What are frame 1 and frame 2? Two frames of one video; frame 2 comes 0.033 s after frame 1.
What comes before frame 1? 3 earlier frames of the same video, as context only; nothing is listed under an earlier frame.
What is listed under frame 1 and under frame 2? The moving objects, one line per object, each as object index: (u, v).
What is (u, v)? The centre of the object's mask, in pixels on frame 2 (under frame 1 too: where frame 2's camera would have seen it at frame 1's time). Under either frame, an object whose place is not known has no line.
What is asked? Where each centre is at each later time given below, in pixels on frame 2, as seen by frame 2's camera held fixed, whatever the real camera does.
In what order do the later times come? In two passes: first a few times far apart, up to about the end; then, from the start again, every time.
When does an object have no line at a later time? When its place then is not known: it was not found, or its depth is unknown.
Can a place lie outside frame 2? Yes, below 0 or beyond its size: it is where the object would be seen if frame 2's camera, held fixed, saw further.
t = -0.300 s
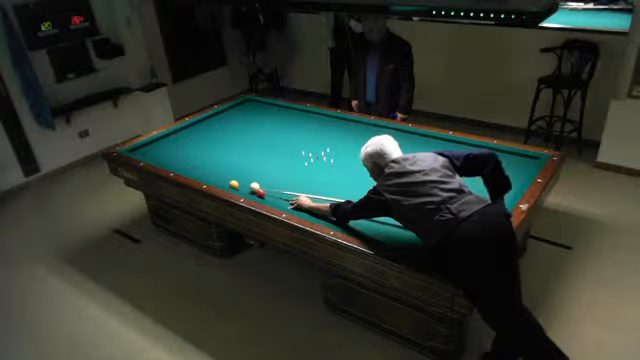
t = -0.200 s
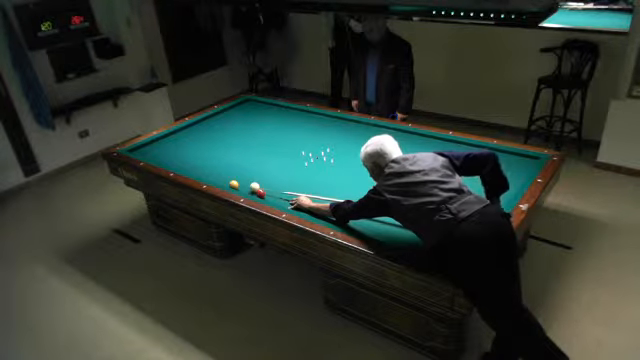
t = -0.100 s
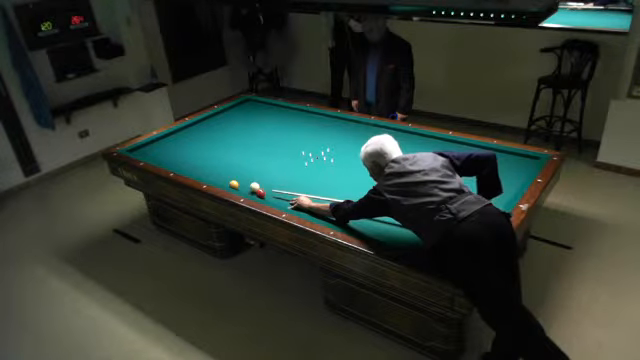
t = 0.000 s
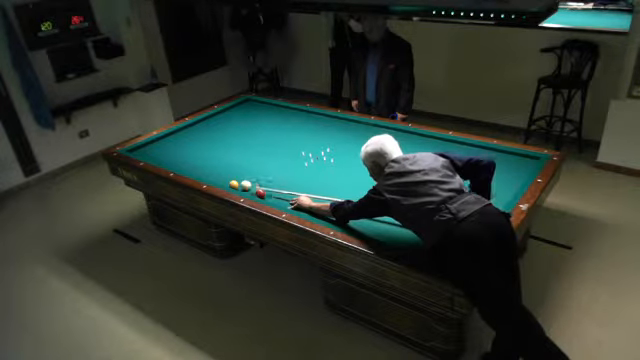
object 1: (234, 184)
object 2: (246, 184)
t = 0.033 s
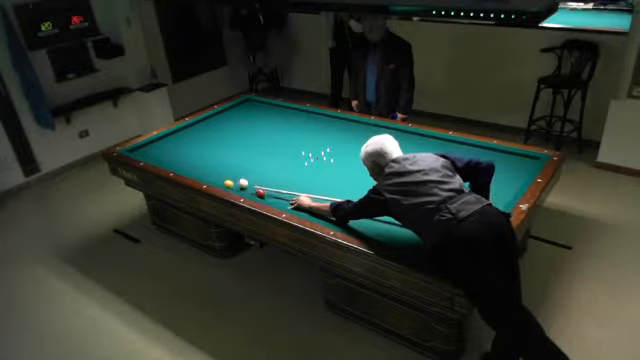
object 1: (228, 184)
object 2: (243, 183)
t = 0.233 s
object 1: (218, 170)
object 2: (246, 175)
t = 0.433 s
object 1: (212, 158)
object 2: (249, 169)
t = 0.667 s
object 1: (205, 147)
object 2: (252, 163)
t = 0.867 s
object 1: (199, 138)
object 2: (255, 157)
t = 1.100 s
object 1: (195, 128)
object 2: (259, 152)
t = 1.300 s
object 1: (202, 123)
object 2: (261, 147)
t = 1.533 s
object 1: (223, 119)
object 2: (264, 142)
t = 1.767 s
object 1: (243, 116)
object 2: (267, 138)
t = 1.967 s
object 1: (260, 114)
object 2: (269, 134)
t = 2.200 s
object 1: (280, 111)
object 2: (271, 130)
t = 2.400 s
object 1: (295, 109)
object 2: (273, 126)
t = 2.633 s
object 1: (299, 114)
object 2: (275, 123)
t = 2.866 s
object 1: (303, 119)
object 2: (276, 119)
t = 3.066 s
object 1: (308, 123)
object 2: (278, 116)
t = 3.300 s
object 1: (312, 127)
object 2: (279, 114)
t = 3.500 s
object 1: (317, 133)
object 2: (281, 111)
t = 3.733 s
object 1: (322, 139)
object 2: (282, 108)
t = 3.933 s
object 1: (326, 143)
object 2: (282, 107)
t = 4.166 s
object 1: (332, 149)
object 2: (278, 107)
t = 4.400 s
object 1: (338, 155)
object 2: (275, 108)
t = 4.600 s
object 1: (343, 160)
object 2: (272, 109)
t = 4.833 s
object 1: (348, 167)
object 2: (268, 109)
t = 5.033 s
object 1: (353, 172)
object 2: (265, 109)
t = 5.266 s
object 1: (360, 179)
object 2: (262, 110)
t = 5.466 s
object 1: (365, 185)
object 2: (260, 111)
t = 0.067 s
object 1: (226, 181)
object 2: (243, 181)
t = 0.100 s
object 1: (224, 179)
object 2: (244, 180)
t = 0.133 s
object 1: (222, 177)
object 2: (244, 179)
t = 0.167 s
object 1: (221, 174)
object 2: (245, 178)
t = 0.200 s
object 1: (219, 172)
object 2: (245, 177)
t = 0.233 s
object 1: (218, 170)
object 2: (246, 175)
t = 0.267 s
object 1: (217, 168)
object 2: (246, 174)
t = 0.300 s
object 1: (216, 166)
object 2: (247, 174)
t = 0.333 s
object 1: (215, 164)
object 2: (247, 172)
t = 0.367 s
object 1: (214, 162)
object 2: (248, 172)
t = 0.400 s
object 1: (213, 160)
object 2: (249, 170)
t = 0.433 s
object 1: (212, 158)
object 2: (249, 169)
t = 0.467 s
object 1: (211, 157)
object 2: (250, 168)
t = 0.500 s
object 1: (210, 155)
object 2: (250, 167)
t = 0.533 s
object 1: (209, 153)
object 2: (250, 166)
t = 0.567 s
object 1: (208, 151)
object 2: (251, 166)
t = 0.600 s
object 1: (207, 150)
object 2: (251, 165)
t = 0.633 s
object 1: (206, 148)
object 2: (252, 164)
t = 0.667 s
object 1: (205, 147)
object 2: (252, 163)
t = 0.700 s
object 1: (204, 145)
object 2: (253, 162)
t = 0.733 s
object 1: (203, 144)
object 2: (253, 161)
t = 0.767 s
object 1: (202, 142)
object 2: (254, 160)
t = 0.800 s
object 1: (201, 140)
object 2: (255, 159)
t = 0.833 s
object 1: (200, 139)
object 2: (255, 158)
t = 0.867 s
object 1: (199, 138)
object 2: (255, 157)
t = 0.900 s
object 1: (199, 136)
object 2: (256, 157)
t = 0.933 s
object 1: (198, 134)
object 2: (256, 156)
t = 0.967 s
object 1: (197, 133)
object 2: (257, 155)
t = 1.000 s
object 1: (196, 132)
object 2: (257, 154)
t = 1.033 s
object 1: (195, 131)
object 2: (258, 154)
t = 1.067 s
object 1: (195, 129)
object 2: (258, 153)
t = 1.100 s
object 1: (195, 128)
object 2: (259, 152)
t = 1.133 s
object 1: (194, 126)
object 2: (259, 151)
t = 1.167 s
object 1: (193, 125)
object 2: (259, 150)
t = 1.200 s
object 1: (193, 124)
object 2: (260, 149)
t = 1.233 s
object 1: (195, 123)
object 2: (260, 149)
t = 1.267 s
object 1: (198, 123)
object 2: (261, 148)
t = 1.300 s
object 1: (202, 123)
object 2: (261, 147)
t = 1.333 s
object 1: (205, 122)
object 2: (262, 147)
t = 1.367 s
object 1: (208, 122)
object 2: (262, 146)
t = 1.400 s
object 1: (211, 121)
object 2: (262, 145)
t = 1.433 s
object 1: (214, 120)
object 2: (263, 144)
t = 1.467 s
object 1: (217, 120)
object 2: (263, 144)
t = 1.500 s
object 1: (220, 120)
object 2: (264, 143)
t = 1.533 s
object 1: (223, 119)
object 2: (264, 142)
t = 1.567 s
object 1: (226, 119)
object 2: (264, 142)
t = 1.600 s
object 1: (229, 118)
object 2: (265, 141)
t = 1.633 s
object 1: (232, 118)
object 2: (265, 140)
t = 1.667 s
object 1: (235, 118)
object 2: (265, 140)
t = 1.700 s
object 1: (238, 118)
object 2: (266, 139)
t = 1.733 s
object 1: (241, 117)
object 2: (266, 138)
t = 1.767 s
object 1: (243, 116)
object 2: (267, 138)
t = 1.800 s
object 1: (246, 116)
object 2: (267, 137)
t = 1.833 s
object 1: (249, 116)
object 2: (267, 136)
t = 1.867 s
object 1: (252, 115)
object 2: (267, 136)
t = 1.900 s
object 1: (254, 115)
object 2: (268, 135)
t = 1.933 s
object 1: (257, 114)
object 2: (268, 134)
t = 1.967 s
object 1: (260, 114)
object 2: (269, 134)
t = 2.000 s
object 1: (263, 114)
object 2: (269, 133)
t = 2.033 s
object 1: (266, 113)
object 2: (269, 133)
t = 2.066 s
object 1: (269, 113)
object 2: (270, 132)
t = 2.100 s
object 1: (272, 112)
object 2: (270, 132)
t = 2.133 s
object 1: (275, 112)
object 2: (270, 131)
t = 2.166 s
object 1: (277, 112)
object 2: (271, 131)
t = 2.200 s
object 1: (280, 111)
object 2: (271, 130)
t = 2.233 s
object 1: (283, 111)
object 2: (271, 129)
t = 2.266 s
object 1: (285, 110)
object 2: (271, 128)
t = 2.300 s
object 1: (288, 110)
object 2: (272, 128)
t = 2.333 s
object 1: (291, 109)
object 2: (272, 127)
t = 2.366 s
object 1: (293, 109)
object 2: (272, 127)
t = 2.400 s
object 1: (295, 109)
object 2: (273, 126)
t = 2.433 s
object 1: (295, 110)
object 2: (273, 126)
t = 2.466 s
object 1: (296, 111)
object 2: (273, 125)
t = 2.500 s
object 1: (296, 112)
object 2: (274, 125)
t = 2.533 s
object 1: (297, 112)
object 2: (274, 124)
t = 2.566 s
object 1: (298, 113)
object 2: (274, 124)
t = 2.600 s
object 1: (299, 114)
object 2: (274, 123)
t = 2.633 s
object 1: (299, 114)
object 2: (275, 123)
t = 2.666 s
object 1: (299, 115)
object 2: (275, 122)
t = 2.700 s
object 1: (300, 115)
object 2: (275, 122)
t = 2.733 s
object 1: (301, 116)
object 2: (275, 121)
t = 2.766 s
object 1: (301, 117)
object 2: (276, 121)
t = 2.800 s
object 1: (302, 117)
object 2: (276, 120)
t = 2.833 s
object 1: (303, 118)
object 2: (276, 120)
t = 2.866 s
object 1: (303, 119)
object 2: (276, 119)
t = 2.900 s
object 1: (304, 120)
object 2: (277, 119)
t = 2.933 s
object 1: (305, 120)
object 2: (277, 118)
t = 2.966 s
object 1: (305, 121)
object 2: (277, 118)
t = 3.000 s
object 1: (307, 122)
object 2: (277, 118)
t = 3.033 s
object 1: (307, 122)
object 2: (278, 117)
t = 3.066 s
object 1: (308, 123)
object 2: (278, 116)
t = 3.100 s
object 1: (308, 124)
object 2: (278, 116)
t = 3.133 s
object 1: (309, 125)
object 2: (278, 116)
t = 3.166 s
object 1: (310, 125)
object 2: (279, 115)
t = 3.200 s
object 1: (310, 126)
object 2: (279, 115)
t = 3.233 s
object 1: (311, 126)
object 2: (279, 114)
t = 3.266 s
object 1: (312, 127)
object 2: (279, 114)
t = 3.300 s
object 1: (312, 127)
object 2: (279, 114)
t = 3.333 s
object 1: (313, 129)
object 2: (280, 113)
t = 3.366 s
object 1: (313, 129)
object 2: (280, 113)
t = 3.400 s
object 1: (314, 130)
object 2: (280, 112)
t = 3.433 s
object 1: (315, 131)
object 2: (280, 112)
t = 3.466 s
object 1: (315, 132)
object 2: (280, 111)
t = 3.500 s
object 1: (317, 133)
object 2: (281, 111)
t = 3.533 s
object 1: (317, 134)
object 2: (281, 111)
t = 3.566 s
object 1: (318, 134)
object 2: (281, 110)
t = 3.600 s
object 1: (319, 135)
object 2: (281, 110)
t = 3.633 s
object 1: (320, 136)
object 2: (282, 109)
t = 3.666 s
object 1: (320, 136)
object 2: (282, 109)
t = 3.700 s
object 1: (321, 137)
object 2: (282, 109)
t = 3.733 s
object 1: (322, 139)
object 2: (282, 108)
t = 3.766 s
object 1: (322, 139)
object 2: (282, 108)
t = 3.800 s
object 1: (323, 140)
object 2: (282, 107)
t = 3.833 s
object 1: (324, 141)
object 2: (283, 107)
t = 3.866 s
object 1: (324, 141)
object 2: (283, 107)
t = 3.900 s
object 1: (325, 142)
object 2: (283, 107)
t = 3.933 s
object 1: (326, 143)
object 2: (282, 107)
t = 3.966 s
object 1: (327, 144)
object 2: (282, 107)
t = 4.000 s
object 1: (328, 145)
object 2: (281, 107)
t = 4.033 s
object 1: (328, 145)
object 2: (280, 107)
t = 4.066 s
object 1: (329, 146)
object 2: (280, 107)
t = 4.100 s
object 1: (330, 147)
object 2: (279, 107)
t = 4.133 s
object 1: (331, 148)
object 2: (279, 107)
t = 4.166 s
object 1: (332, 149)
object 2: (278, 107)
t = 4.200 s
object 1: (332, 150)
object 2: (278, 107)
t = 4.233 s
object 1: (333, 151)
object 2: (277, 107)
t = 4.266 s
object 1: (334, 152)
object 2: (277, 107)
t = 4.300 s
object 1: (334, 152)
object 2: (276, 108)
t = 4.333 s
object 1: (336, 153)
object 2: (276, 108)
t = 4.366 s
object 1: (337, 154)
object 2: (275, 108)
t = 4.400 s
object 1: (338, 155)
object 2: (275, 108)
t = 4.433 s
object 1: (338, 155)
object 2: (274, 108)
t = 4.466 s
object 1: (339, 157)
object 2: (273, 108)
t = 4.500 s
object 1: (340, 158)
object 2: (273, 108)
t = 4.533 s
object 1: (341, 158)
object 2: (273, 108)
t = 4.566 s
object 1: (341, 159)
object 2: (272, 109)
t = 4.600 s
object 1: (343, 160)
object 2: (272, 109)
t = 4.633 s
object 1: (343, 161)
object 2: (271, 108)
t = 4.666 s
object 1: (344, 162)
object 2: (270, 108)
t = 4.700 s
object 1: (345, 163)
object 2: (270, 109)
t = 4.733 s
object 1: (345, 163)
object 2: (270, 109)
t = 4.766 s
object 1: (347, 165)
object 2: (269, 109)
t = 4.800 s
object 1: (348, 166)
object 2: (268, 109)
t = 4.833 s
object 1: (348, 167)
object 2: (268, 109)
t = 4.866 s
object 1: (349, 167)
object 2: (268, 109)
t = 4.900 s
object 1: (350, 168)
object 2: (267, 109)
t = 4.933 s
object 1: (351, 169)
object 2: (267, 109)
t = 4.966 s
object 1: (352, 170)
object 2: (266, 109)
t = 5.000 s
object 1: (352, 171)
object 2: (266, 110)
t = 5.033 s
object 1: (353, 172)
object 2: (265, 109)
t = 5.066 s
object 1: (354, 173)
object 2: (265, 110)
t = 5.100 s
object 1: (355, 174)
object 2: (264, 110)
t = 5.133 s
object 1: (356, 175)
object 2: (264, 110)
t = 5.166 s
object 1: (357, 176)
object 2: (264, 110)
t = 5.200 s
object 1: (358, 177)
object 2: (263, 110)
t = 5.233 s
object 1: (359, 178)
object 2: (263, 110)
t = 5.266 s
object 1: (360, 179)
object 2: (262, 110)
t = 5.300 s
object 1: (361, 180)
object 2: (262, 110)
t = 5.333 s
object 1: (361, 181)
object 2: (262, 110)
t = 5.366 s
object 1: (362, 182)
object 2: (261, 110)
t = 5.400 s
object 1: (363, 183)
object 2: (261, 110)
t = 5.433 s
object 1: (364, 184)
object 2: (260, 110)
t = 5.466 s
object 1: (365, 185)
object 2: (260, 111)
